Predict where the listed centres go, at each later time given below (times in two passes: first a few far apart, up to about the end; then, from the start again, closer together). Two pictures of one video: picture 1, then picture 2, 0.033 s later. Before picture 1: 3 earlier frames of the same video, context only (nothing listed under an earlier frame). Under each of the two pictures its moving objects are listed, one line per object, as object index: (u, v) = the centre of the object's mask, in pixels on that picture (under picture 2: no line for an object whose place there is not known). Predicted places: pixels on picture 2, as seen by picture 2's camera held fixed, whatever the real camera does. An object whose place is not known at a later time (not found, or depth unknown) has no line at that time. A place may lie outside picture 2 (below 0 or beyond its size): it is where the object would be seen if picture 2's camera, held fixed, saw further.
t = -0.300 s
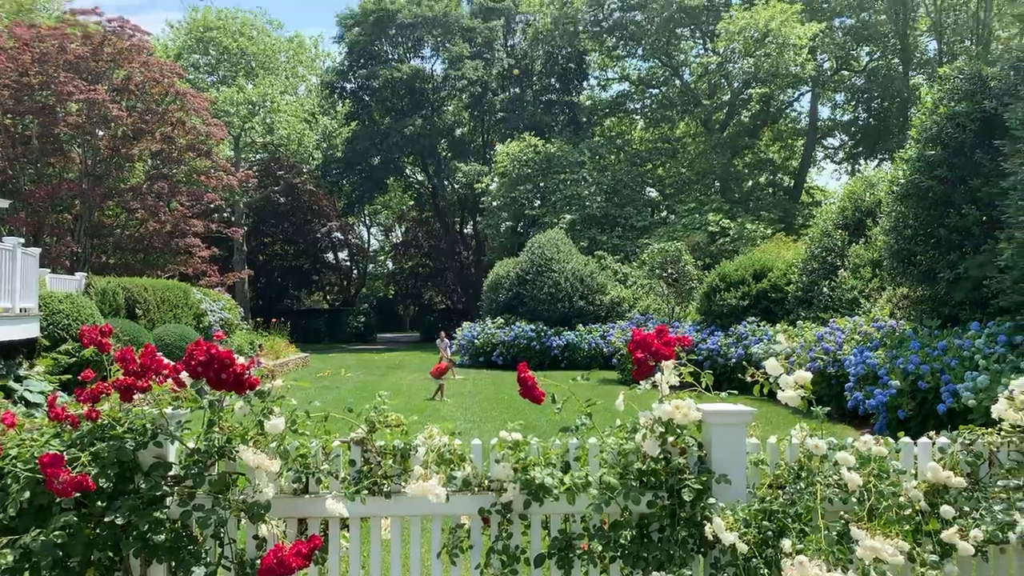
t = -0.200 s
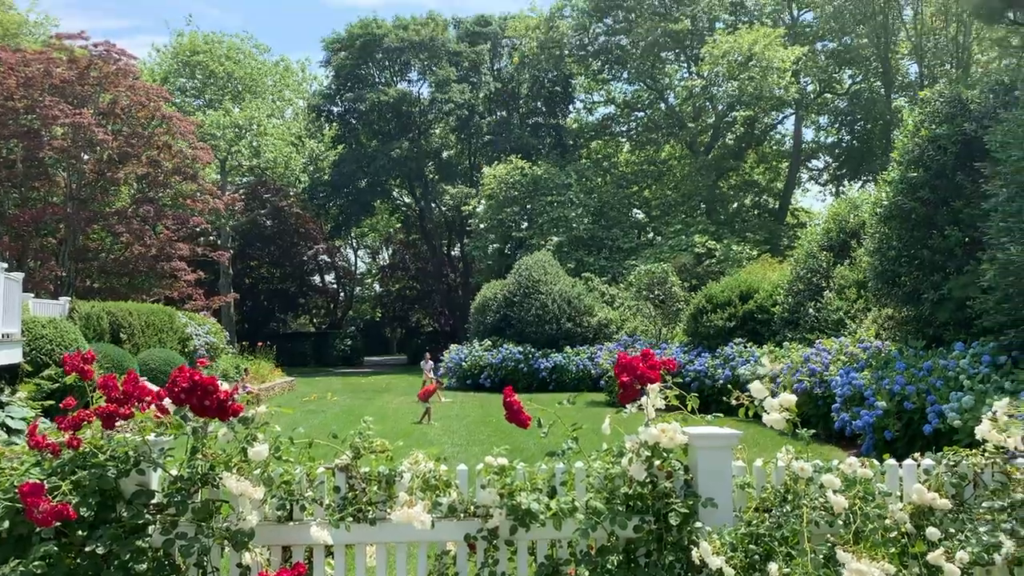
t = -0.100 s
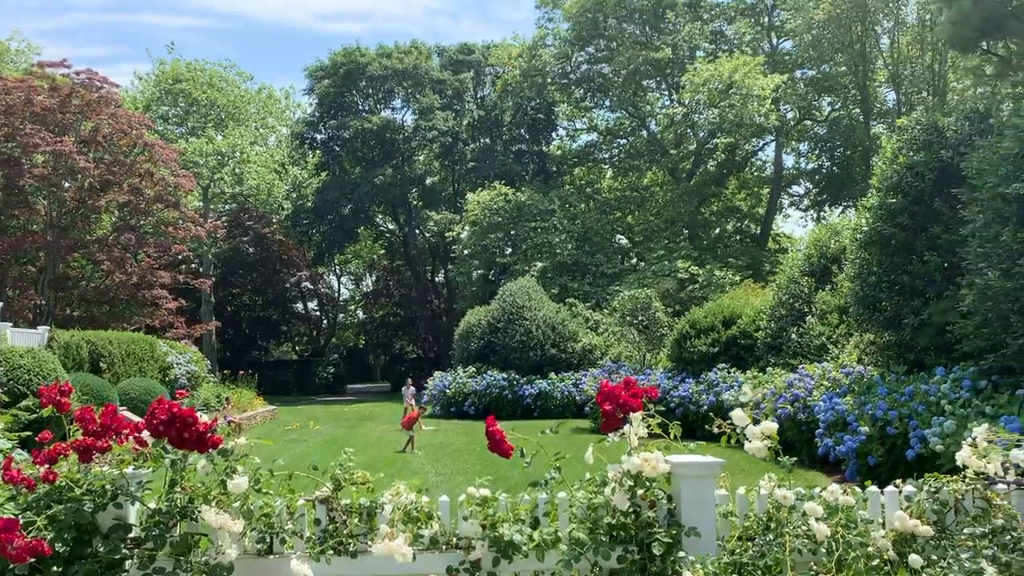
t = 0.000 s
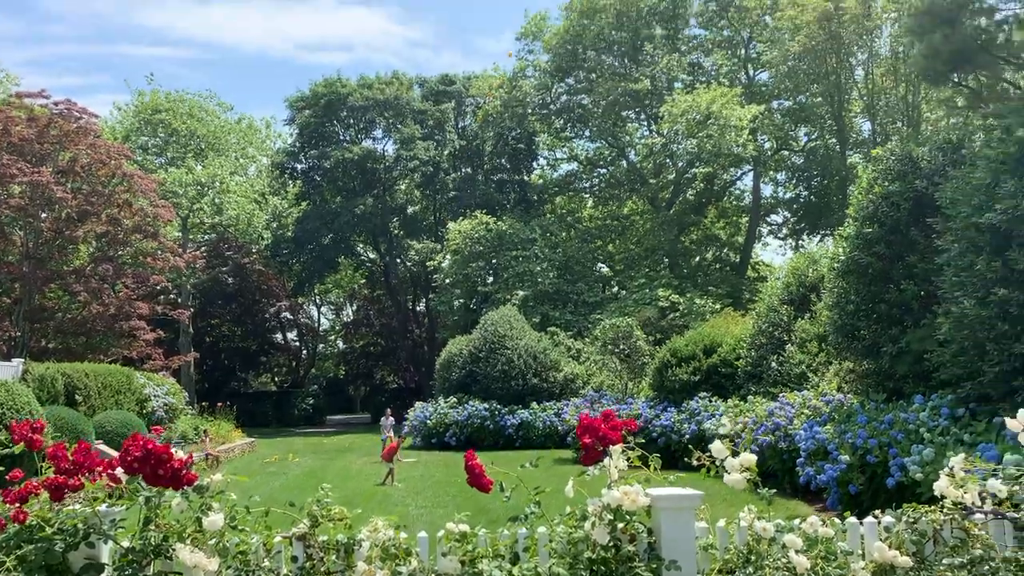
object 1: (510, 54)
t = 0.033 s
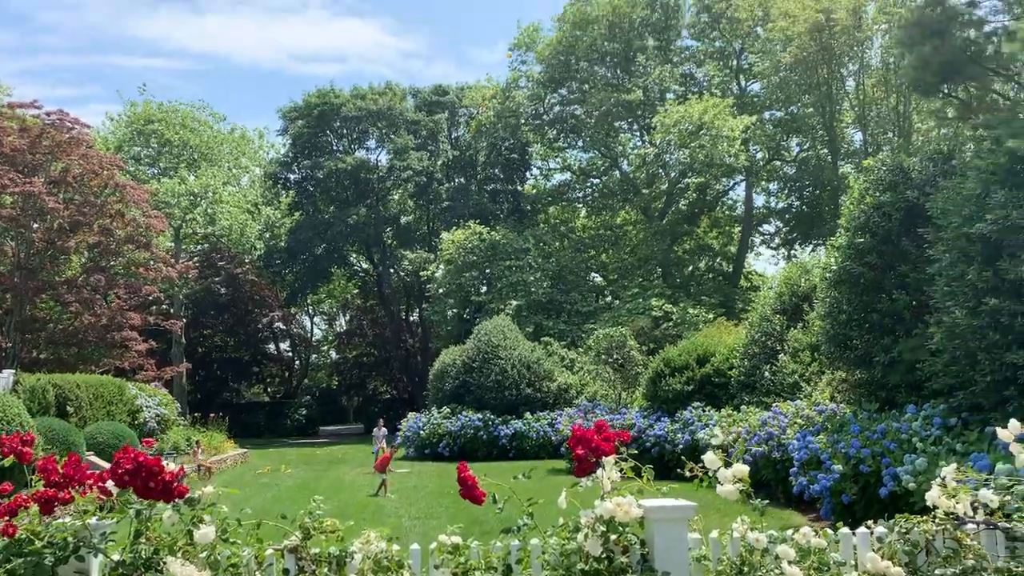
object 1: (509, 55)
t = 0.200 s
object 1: (542, 10)
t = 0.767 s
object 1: (771, -63)
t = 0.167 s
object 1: (535, 19)
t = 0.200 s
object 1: (542, 10)
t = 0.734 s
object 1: (748, -65)
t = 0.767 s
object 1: (771, -63)
